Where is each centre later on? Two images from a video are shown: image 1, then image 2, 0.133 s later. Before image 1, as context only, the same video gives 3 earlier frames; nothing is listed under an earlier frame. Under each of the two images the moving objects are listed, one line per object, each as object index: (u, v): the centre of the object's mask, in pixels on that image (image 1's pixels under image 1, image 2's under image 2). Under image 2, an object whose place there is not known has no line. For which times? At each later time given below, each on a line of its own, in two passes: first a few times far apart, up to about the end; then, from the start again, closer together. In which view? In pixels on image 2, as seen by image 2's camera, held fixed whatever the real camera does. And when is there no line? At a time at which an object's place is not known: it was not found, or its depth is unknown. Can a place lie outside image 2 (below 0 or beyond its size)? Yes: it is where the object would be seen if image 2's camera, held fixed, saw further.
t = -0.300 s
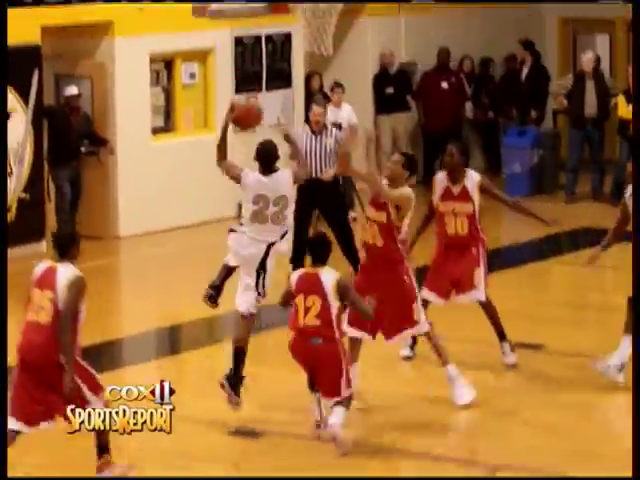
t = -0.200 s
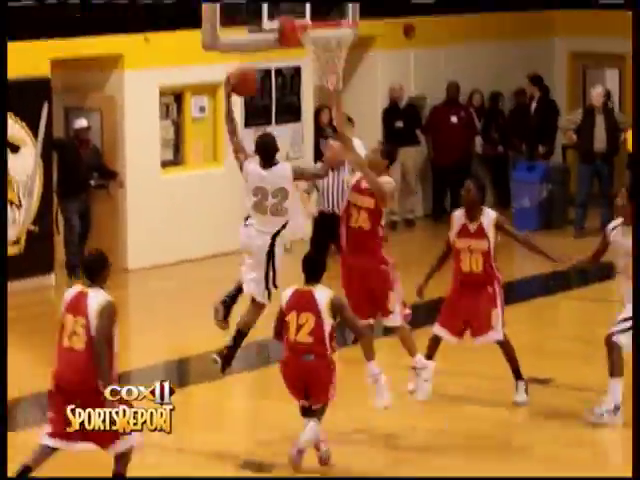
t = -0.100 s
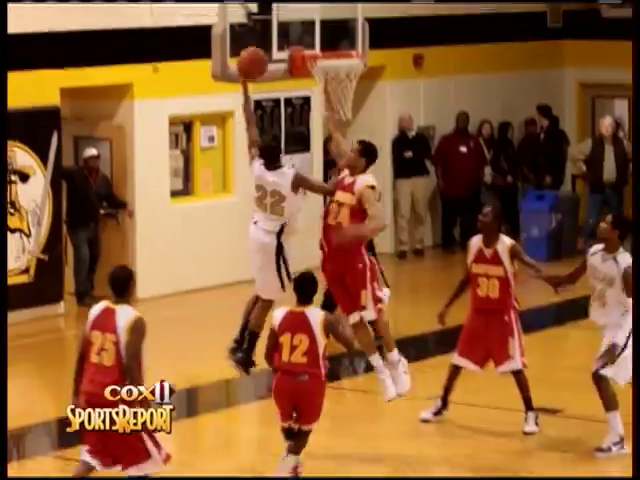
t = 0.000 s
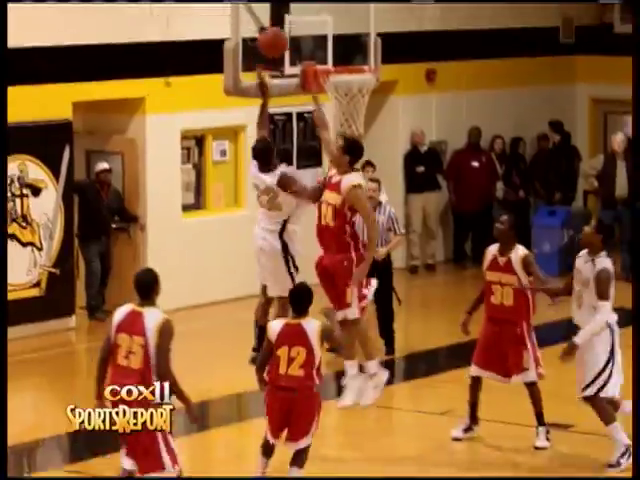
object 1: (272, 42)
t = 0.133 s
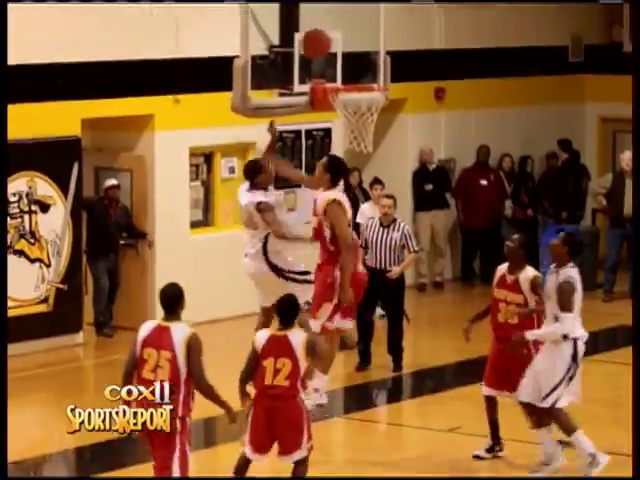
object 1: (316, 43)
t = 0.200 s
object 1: (332, 44)
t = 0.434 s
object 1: (379, 71)
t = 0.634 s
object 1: (376, 72)
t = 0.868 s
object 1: (359, 86)
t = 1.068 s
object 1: (345, 136)
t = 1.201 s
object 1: (341, 186)
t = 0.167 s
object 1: (324, 43)
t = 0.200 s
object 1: (332, 44)
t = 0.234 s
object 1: (340, 46)
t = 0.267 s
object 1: (349, 49)
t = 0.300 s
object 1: (356, 54)
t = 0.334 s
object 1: (364, 60)
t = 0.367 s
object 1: (372, 68)
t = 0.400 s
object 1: (378, 73)
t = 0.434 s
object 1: (379, 71)
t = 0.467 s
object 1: (378, 69)
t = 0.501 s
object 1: (378, 69)
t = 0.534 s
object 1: (378, 70)
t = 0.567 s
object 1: (379, 72)
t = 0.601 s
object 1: (378, 73)
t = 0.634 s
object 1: (376, 72)
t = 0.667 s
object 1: (372, 73)
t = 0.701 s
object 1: (370, 73)
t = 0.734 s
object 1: (369, 75)
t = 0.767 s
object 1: (367, 76)
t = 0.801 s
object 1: (364, 78)
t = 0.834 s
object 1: (362, 81)
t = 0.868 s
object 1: (359, 86)
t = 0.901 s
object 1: (357, 91)
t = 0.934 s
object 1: (353, 102)
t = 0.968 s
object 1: (351, 104)
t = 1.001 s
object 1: (346, 115)
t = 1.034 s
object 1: (347, 123)
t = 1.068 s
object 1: (345, 136)
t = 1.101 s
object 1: (342, 152)
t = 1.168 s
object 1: (340, 170)
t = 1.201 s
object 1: (341, 186)
